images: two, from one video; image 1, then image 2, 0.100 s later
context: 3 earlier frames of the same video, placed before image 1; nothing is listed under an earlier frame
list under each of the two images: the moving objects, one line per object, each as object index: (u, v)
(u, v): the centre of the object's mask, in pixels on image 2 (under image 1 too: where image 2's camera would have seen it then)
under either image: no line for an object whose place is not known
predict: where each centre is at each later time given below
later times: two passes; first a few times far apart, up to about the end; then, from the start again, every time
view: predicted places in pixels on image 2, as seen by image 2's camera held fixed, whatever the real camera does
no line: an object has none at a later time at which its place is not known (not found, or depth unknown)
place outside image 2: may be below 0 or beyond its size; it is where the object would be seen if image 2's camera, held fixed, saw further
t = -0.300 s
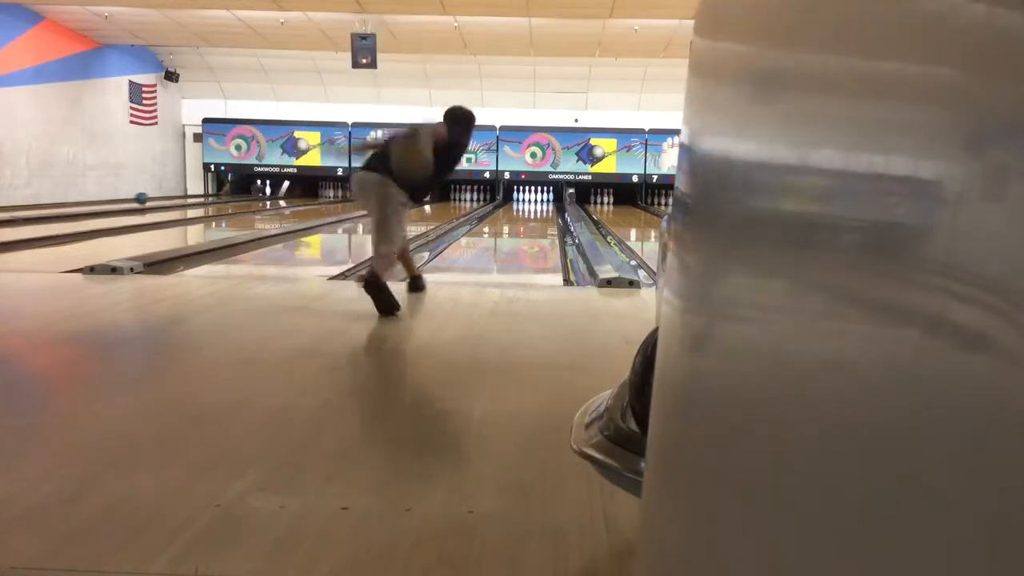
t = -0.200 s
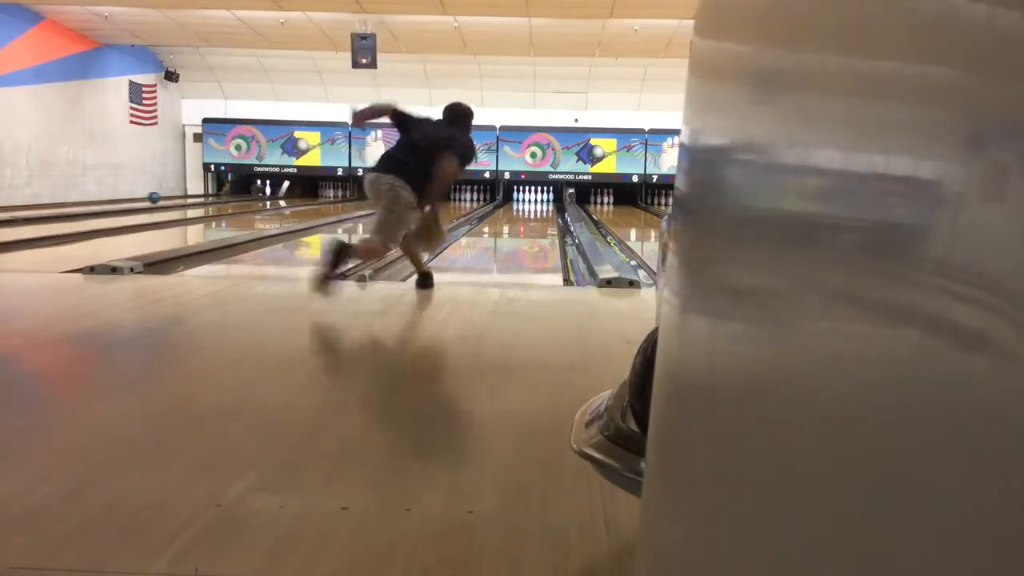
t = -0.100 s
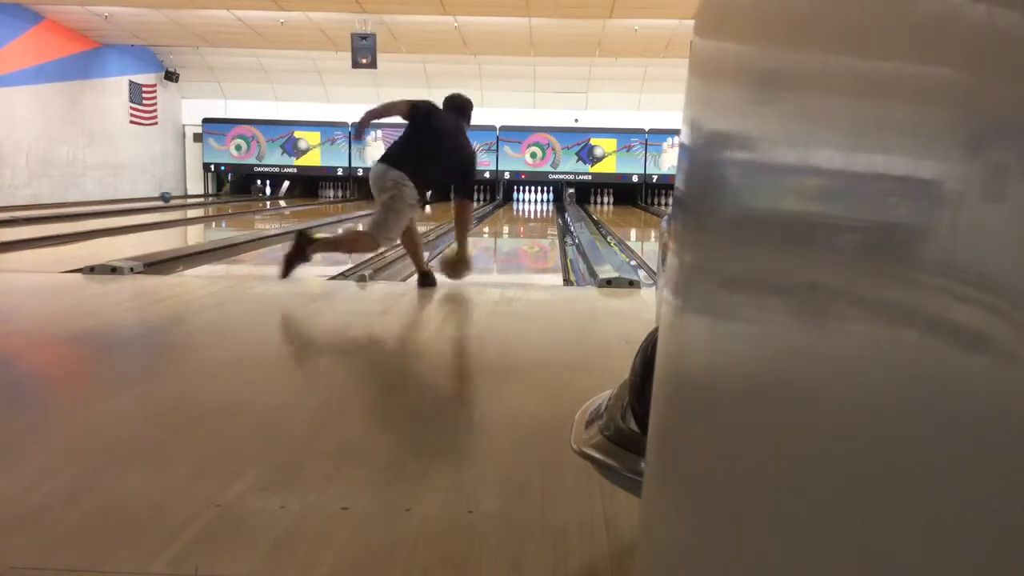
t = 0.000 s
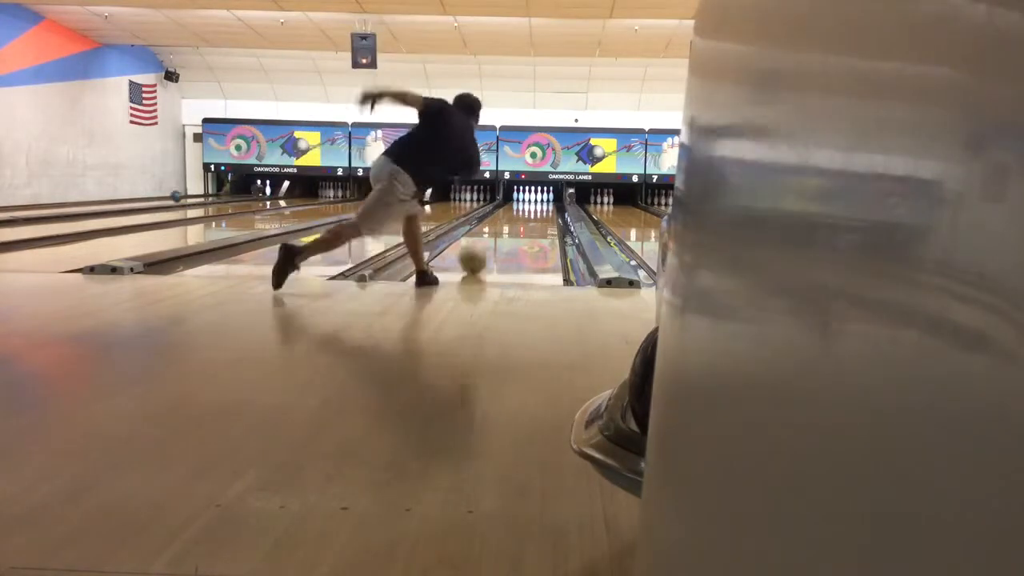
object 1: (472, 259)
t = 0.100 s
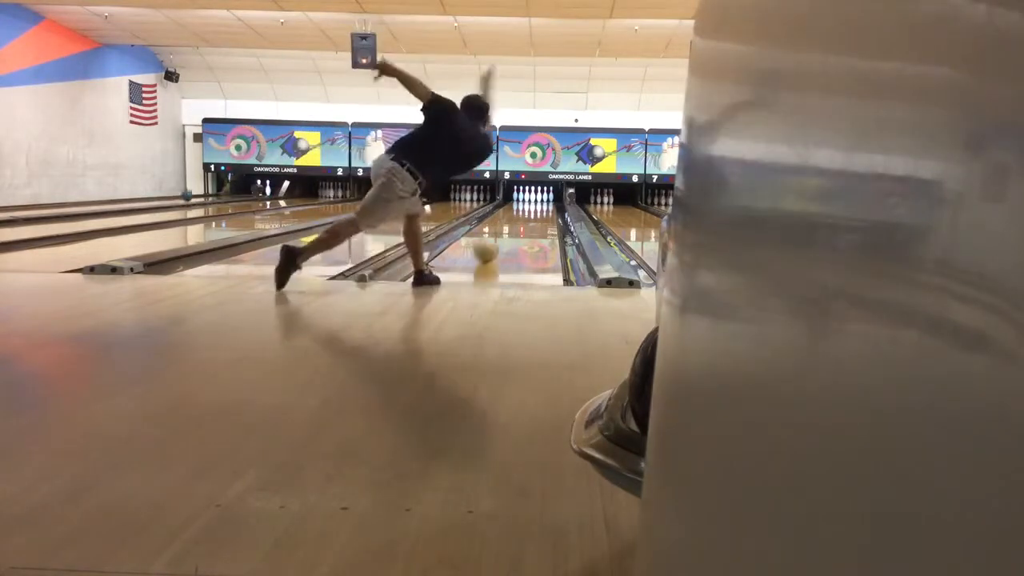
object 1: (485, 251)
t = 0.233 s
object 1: (499, 239)
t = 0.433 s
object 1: (513, 229)
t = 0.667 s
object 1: (525, 222)
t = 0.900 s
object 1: (532, 215)
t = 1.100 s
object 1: (538, 212)
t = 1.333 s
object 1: (542, 207)
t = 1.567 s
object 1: (543, 204)
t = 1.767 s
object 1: (543, 202)
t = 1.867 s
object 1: (543, 202)
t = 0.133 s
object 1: (489, 247)
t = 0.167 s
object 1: (492, 245)
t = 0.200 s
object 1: (496, 242)
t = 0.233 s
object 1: (499, 239)
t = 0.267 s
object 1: (501, 237)
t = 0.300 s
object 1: (505, 235)
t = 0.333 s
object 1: (507, 234)
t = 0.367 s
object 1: (509, 232)
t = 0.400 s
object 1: (511, 231)
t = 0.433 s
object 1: (513, 229)
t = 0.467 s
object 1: (515, 228)
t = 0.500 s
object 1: (516, 227)
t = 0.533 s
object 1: (518, 226)
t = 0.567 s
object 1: (518, 226)
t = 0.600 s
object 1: (523, 224)
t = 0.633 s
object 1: (523, 223)
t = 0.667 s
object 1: (525, 222)
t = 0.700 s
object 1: (527, 221)
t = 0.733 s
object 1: (528, 221)
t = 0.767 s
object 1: (529, 219)
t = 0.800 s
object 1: (530, 219)
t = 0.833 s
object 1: (531, 218)
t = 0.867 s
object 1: (531, 217)
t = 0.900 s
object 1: (532, 215)
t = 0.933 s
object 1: (533, 215)
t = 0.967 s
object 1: (534, 214)
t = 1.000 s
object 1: (535, 213)
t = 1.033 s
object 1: (536, 212)
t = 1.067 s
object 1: (537, 212)
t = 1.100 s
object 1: (538, 212)
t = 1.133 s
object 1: (538, 211)
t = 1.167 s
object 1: (539, 211)
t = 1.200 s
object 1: (539, 210)
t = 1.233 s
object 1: (541, 209)
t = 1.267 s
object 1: (541, 209)
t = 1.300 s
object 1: (541, 207)
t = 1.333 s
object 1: (542, 207)
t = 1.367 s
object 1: (542, 206)
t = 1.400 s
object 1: (542, 206)
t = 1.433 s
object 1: (542, 206)
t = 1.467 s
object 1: (542, 205)
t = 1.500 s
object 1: (542, 205)
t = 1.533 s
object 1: (543, 204)
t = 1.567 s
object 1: (543, 204)
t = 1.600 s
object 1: (543, 204)
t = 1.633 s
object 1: (543, 203)
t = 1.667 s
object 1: (543, 203)
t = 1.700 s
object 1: (544, 203)
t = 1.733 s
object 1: (543, 203)
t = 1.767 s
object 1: (543, 202)
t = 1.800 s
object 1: (543, 202)
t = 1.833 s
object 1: (543, 202)
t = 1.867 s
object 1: (543, 202)
